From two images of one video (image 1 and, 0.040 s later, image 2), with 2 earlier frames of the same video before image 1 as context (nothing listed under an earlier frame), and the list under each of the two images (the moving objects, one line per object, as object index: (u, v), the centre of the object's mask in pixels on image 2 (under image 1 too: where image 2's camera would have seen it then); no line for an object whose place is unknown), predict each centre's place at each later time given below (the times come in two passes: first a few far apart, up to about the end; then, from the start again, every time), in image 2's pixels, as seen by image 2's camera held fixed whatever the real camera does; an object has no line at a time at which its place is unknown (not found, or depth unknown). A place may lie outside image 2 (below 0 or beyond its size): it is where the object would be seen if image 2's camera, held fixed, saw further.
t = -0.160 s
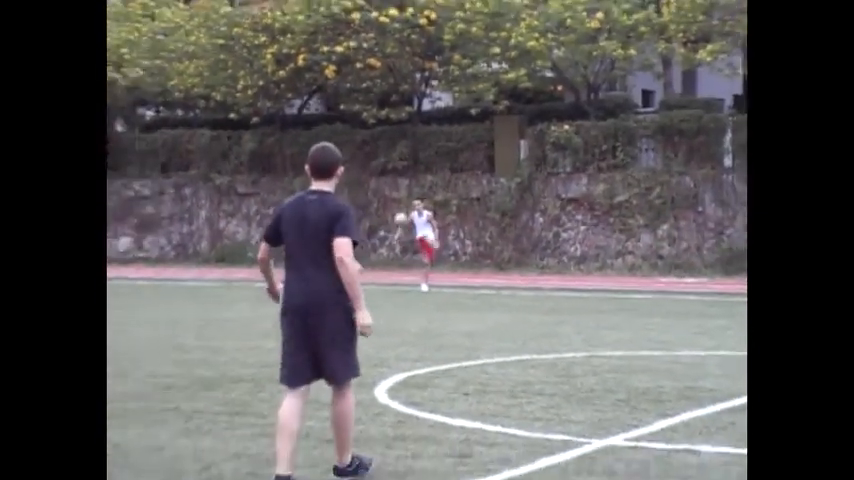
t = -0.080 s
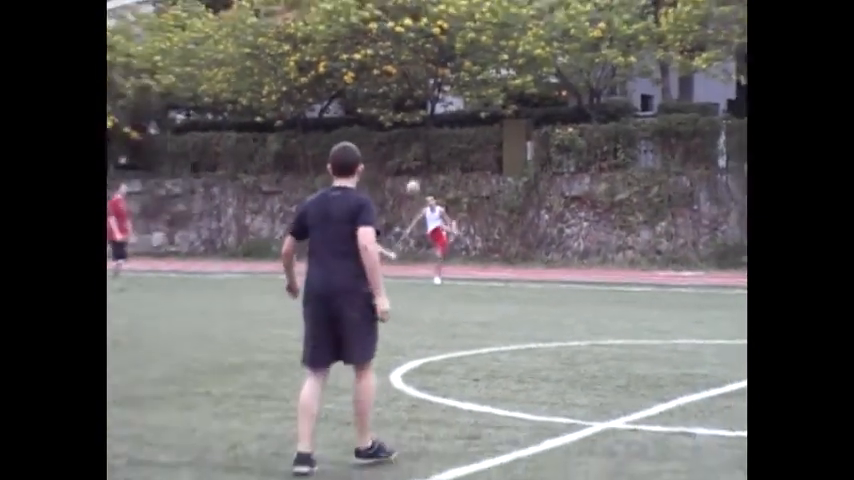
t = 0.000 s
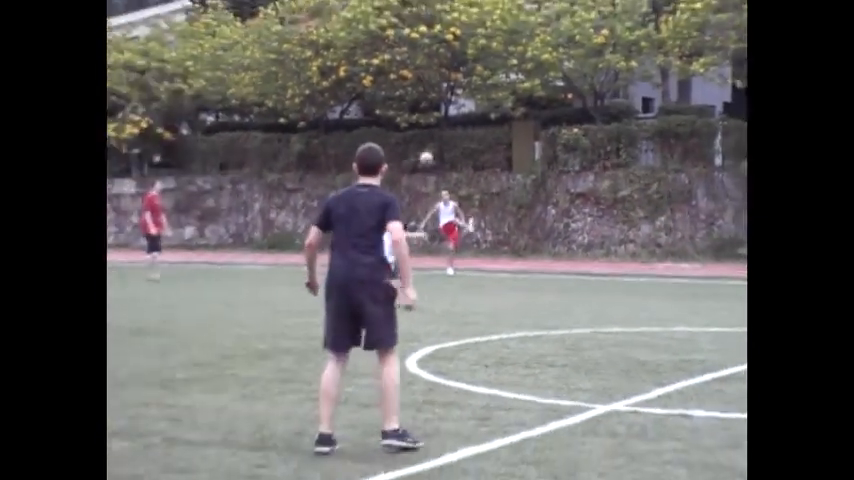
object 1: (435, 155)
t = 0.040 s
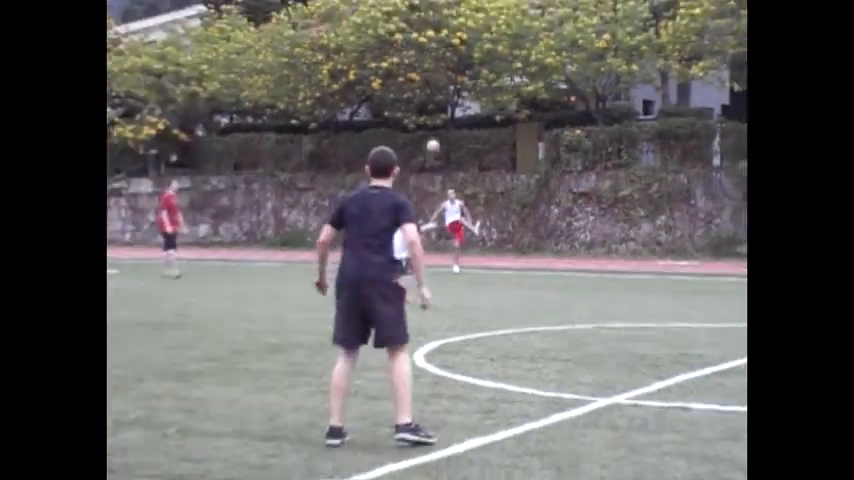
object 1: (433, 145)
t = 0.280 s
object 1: (433, 80)
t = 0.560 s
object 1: (436, 24)
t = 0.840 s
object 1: (443, 18)
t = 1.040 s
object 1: (457, 59)
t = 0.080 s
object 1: (431, 136)
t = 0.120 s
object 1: (432, 127)
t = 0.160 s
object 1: (431, 116)
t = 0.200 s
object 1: (433, 102)
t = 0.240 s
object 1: (433, 90)
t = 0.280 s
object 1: (433, 80)
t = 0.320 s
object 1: (434, 67)
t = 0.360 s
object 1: (434, 58)
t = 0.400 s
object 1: (435, 48)
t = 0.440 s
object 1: (434, 39)
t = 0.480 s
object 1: (435, 33)
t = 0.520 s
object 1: (436, 27)
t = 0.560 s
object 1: (436, 24)
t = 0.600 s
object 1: (437, 19)
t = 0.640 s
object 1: (438, 17)
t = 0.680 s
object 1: (437, 17)
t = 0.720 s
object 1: (439, 14)
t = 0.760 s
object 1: (439, 15)
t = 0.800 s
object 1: (442, 15)
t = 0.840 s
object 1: (443, 18)
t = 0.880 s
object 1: (445, 22)
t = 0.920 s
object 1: (447, 29)
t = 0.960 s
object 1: (451, 37)
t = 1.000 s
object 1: (453, 46)
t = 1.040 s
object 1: (457, 59)
